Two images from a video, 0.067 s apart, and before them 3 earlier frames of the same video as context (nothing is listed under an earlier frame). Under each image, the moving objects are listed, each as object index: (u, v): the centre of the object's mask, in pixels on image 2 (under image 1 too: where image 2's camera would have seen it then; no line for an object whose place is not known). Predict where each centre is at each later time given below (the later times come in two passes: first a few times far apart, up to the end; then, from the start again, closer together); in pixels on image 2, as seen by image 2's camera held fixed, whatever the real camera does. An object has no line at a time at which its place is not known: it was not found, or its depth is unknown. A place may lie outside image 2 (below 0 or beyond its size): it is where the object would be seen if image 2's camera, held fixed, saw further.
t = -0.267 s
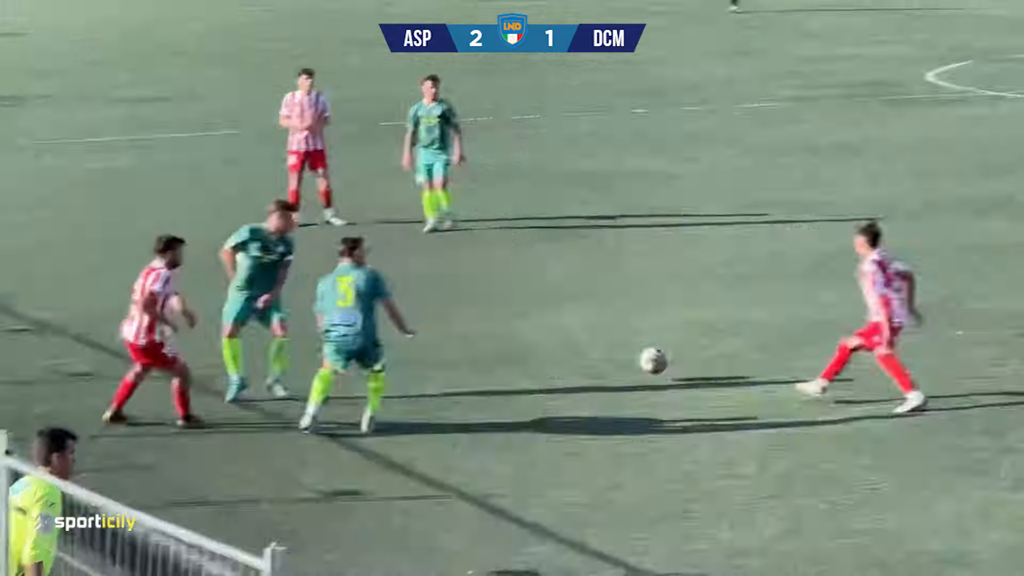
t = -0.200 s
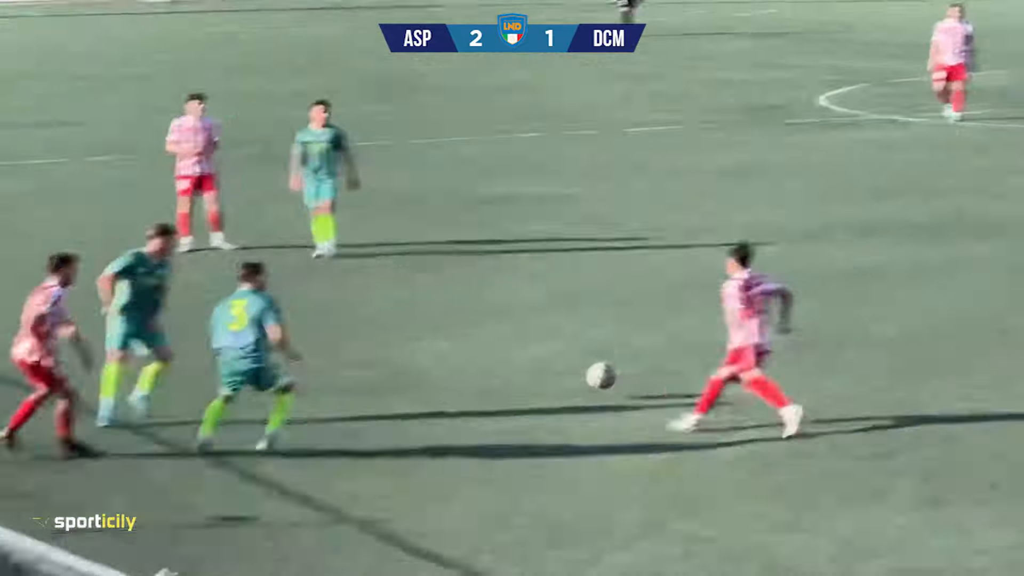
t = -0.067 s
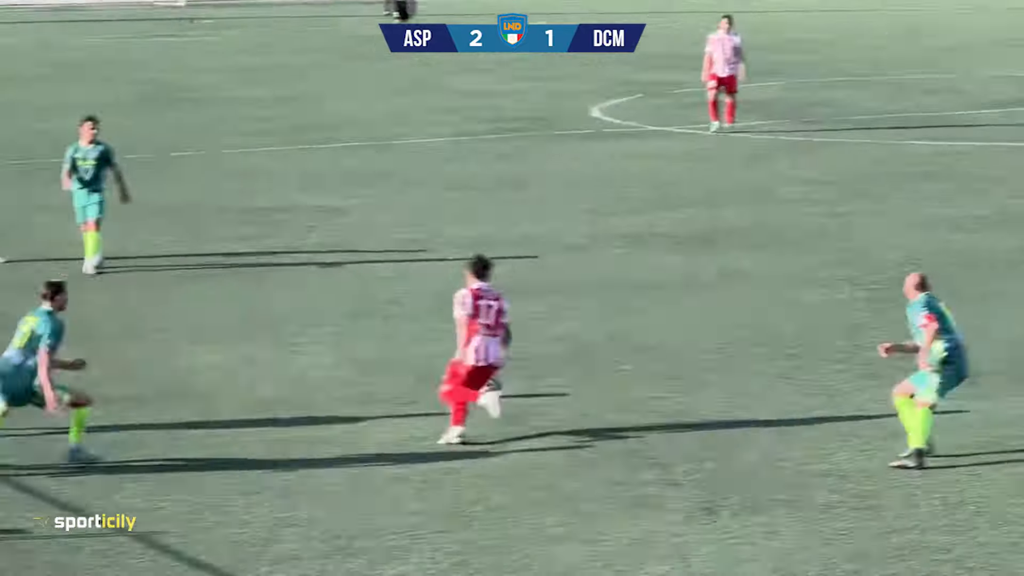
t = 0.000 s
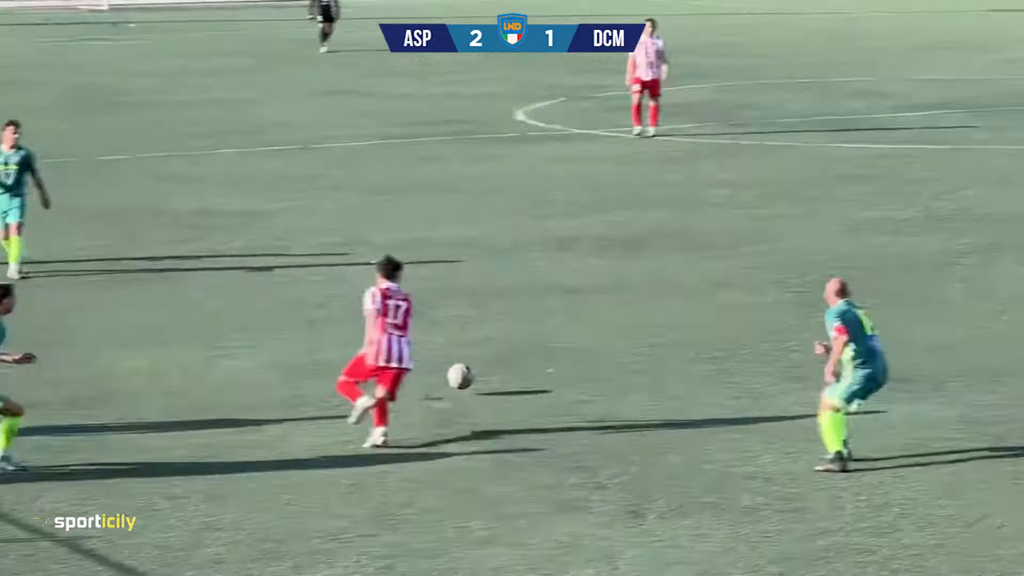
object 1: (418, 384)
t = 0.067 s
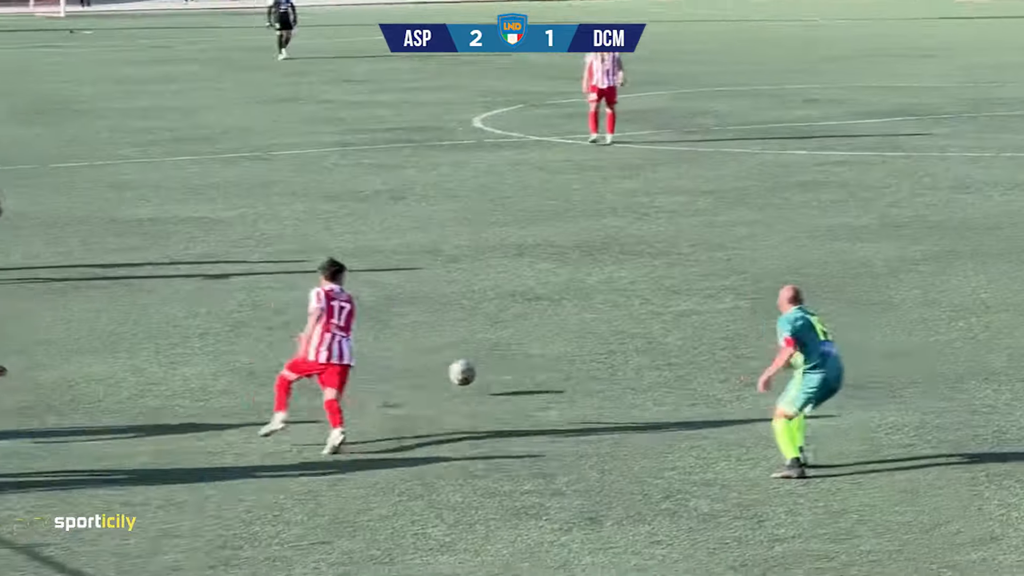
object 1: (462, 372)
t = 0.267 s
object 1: (583, 367)
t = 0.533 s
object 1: (701, 348)
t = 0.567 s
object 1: (713, 345)
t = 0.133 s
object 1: (504, 367)
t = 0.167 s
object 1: (524, 367)
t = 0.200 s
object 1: (545, 367)
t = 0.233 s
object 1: (565, 369)
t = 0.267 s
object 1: (583, 367)
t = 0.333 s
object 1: (616, 358)
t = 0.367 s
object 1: (631, 356)
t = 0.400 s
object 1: (646, 354)
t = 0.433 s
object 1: (662, 354)
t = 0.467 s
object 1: (678, 355)
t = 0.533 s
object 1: (701, 348)
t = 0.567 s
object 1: (713, 345)
